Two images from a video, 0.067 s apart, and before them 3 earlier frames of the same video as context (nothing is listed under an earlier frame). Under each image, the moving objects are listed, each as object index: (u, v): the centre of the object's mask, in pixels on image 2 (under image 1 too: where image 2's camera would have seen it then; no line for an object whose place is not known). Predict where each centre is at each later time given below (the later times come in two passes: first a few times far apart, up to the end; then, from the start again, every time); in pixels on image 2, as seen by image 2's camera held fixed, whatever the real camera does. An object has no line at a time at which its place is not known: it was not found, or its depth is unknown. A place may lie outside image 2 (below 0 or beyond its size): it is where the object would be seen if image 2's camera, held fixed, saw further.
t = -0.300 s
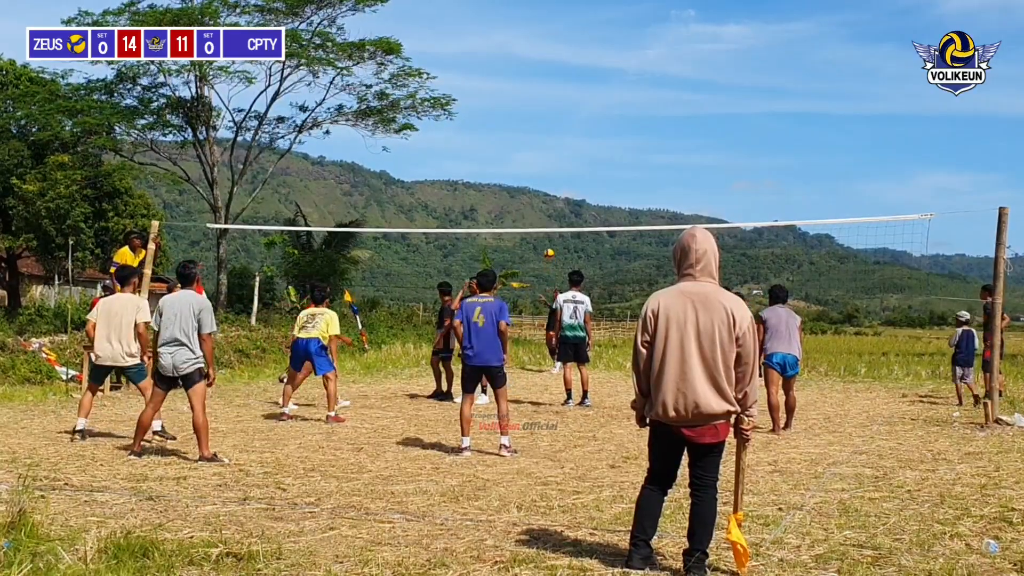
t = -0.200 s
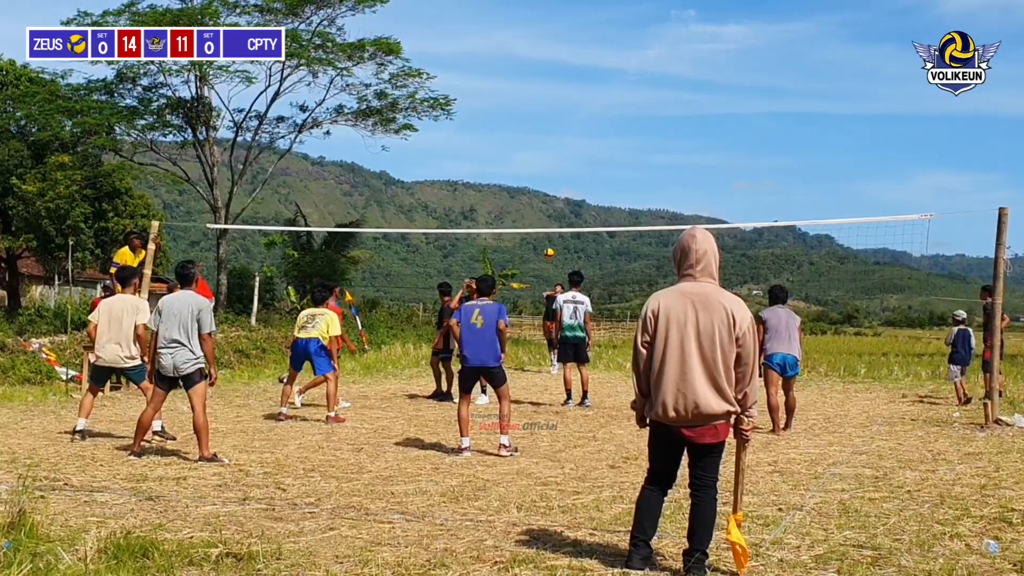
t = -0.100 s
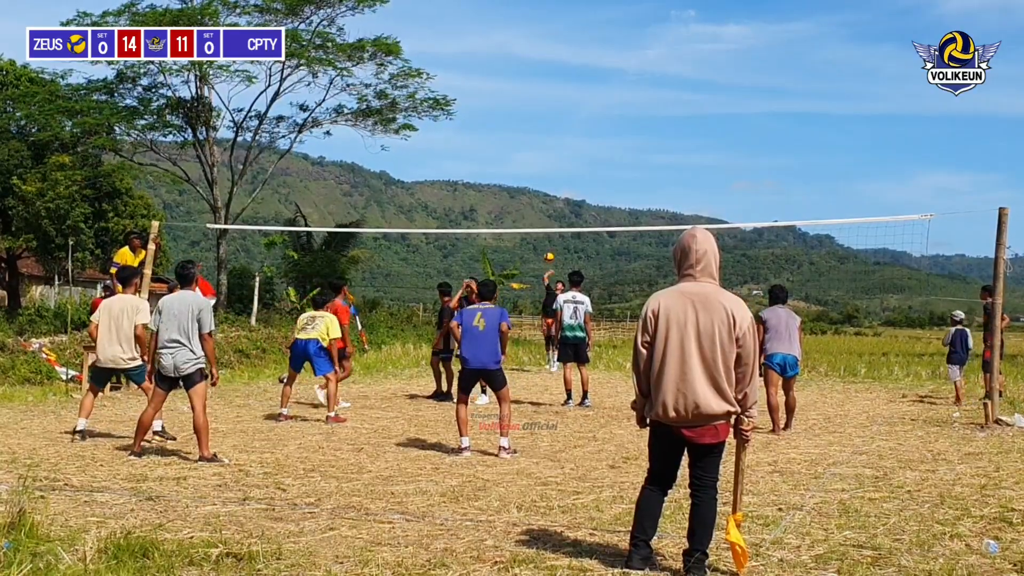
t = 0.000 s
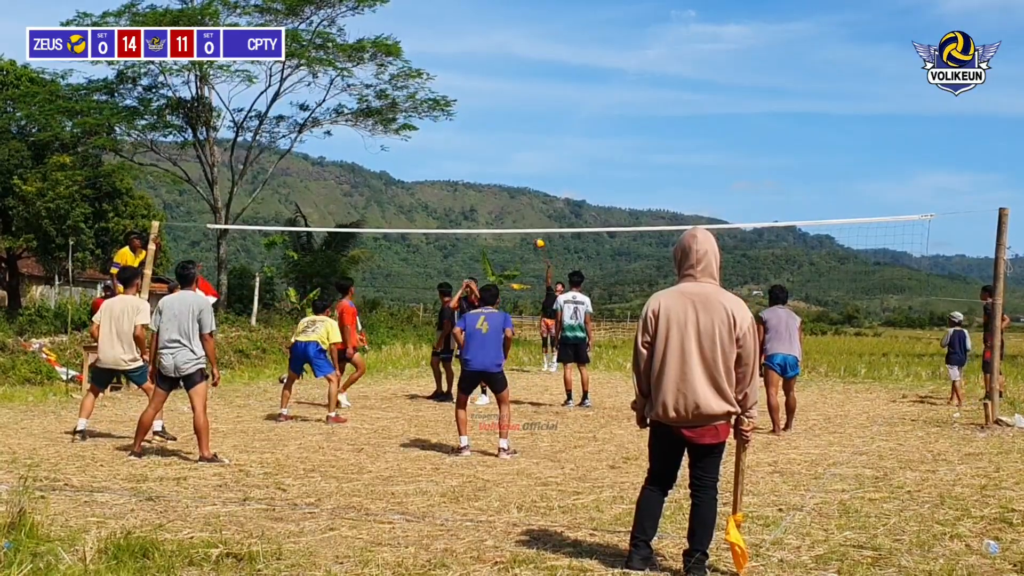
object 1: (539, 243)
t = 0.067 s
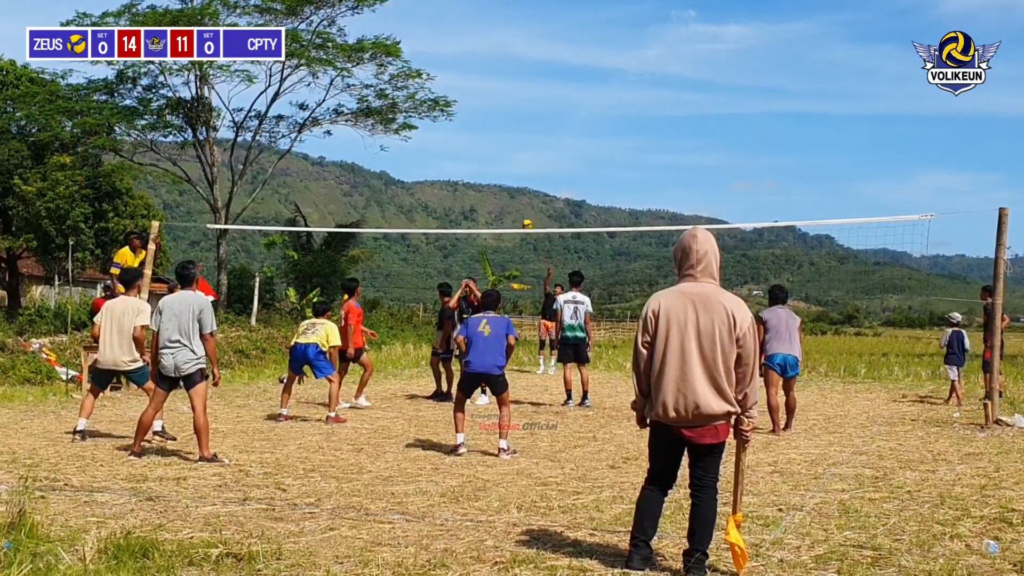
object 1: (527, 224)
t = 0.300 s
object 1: (478, 170)
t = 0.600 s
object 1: (393, 126)
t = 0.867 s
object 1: (291, 136)
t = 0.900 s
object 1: (283, 139)
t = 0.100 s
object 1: (520, 216)
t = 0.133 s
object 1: (511, 204)
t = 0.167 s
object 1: (507, 200)
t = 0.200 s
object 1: (501, 192)
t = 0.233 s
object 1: (490, 181)
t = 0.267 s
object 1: (482, 173)
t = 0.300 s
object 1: (478, 170)
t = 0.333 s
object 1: (467, 160)
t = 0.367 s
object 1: (459, 154)
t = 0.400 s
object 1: (454, 152)
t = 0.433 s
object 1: (446, 146)
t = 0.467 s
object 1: (437, 141)
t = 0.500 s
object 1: (428, 137)
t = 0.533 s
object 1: (418, 133)
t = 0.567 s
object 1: (404, 128)
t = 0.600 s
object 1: (393, 126)
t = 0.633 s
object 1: (389, 126)
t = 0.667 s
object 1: (377, 125)
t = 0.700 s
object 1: (366, 124)
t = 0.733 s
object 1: (347, 124)
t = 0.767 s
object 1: (341, 124)
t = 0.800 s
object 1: (327, 127)
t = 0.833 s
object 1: (306, 131)
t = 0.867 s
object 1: (291, 136)
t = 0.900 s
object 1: (283, 139)
